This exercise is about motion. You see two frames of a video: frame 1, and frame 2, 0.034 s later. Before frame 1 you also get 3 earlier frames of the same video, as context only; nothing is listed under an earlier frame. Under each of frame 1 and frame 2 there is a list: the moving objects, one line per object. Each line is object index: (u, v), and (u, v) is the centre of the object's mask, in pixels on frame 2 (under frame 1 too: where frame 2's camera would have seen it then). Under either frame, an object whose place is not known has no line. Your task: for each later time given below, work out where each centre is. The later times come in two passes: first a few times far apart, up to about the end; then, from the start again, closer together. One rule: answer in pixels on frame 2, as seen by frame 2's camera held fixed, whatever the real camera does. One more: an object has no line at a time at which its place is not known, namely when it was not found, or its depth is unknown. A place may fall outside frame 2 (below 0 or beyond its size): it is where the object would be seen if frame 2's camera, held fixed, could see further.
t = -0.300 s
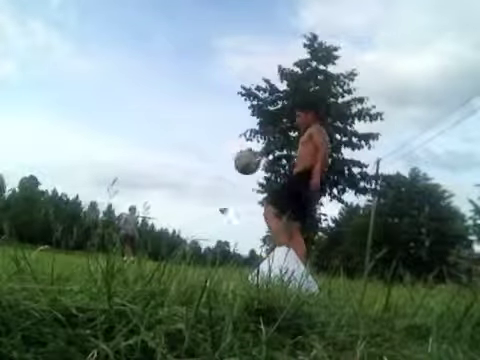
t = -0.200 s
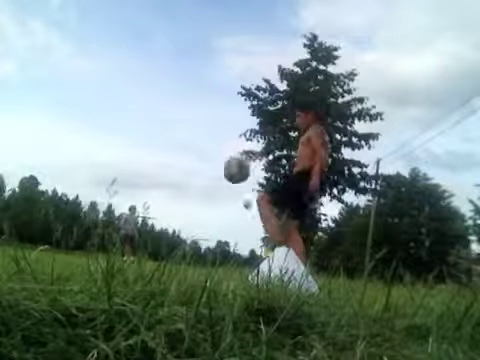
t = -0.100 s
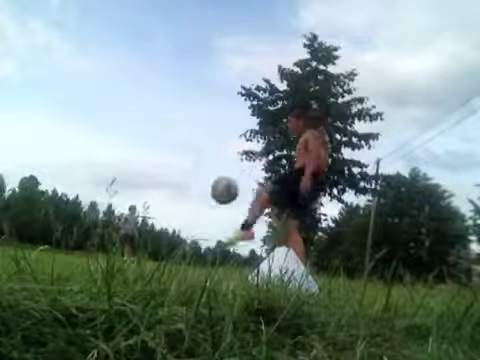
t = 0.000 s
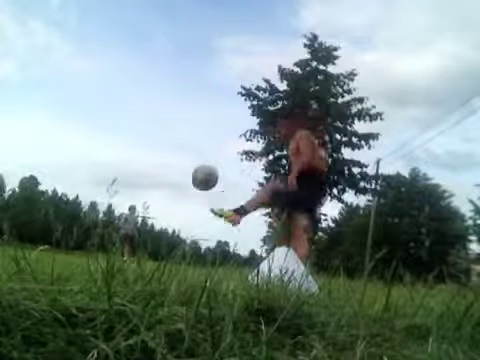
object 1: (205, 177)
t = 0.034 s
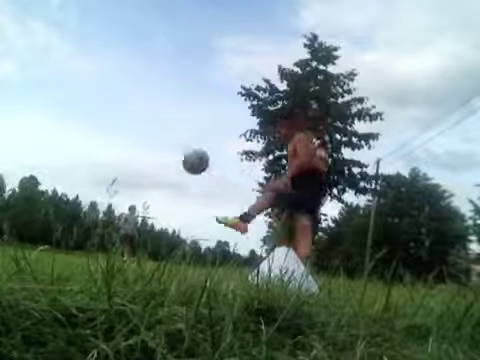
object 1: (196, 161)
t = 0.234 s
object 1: (142, 92)
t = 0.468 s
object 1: (78, 68)
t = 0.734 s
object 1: (5, 112)
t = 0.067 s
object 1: (186, 146)
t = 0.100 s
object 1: (178, 132)
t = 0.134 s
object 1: (169, 120)
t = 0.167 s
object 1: (160, 109)
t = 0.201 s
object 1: (151, 100)
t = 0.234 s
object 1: (142, 92)
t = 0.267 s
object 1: (133, 85)
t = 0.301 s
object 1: (124, 79)
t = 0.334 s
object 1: (115, 74)
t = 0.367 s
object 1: (106, 71)
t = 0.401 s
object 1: (97, 69)
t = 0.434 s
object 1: (87, 68)
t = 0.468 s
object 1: (78, 68)
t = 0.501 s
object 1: (68, 69)
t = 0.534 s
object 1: (59, 72)
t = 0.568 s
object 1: (49, 76)
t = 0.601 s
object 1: (40, 81)
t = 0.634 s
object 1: (29, 86)
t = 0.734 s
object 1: (5, 112)
